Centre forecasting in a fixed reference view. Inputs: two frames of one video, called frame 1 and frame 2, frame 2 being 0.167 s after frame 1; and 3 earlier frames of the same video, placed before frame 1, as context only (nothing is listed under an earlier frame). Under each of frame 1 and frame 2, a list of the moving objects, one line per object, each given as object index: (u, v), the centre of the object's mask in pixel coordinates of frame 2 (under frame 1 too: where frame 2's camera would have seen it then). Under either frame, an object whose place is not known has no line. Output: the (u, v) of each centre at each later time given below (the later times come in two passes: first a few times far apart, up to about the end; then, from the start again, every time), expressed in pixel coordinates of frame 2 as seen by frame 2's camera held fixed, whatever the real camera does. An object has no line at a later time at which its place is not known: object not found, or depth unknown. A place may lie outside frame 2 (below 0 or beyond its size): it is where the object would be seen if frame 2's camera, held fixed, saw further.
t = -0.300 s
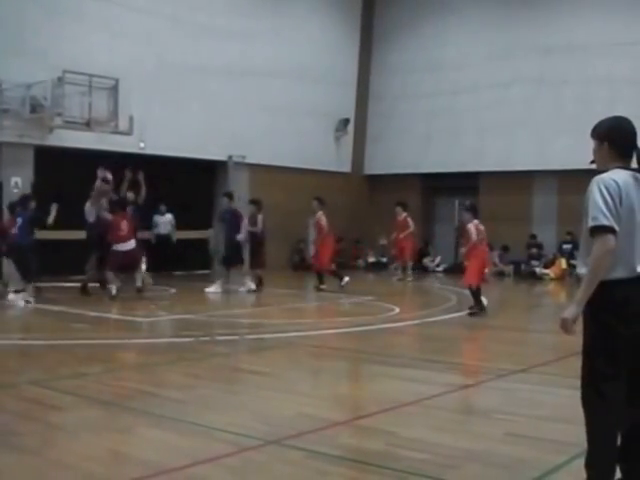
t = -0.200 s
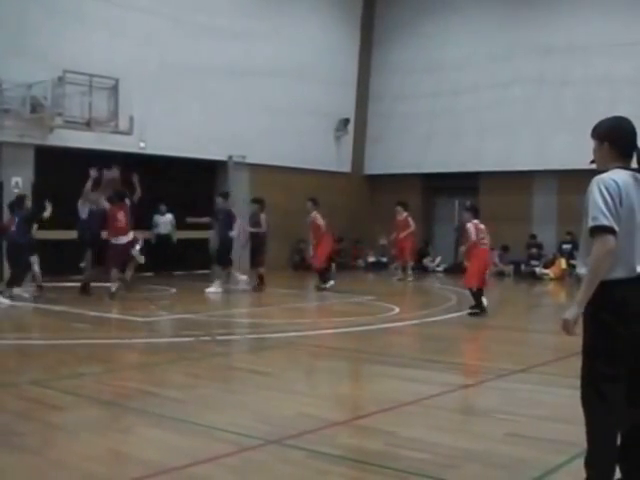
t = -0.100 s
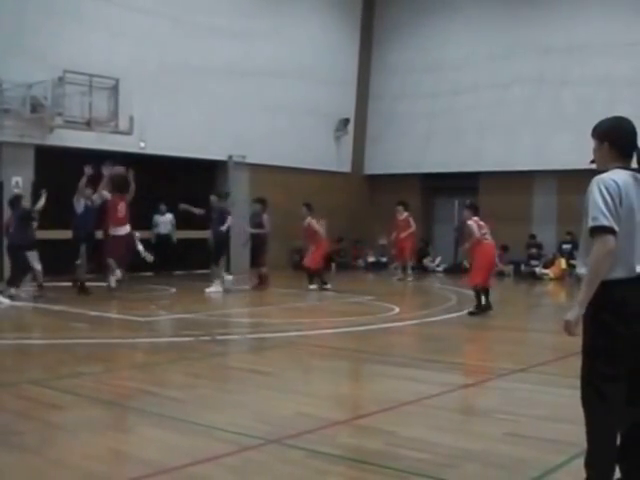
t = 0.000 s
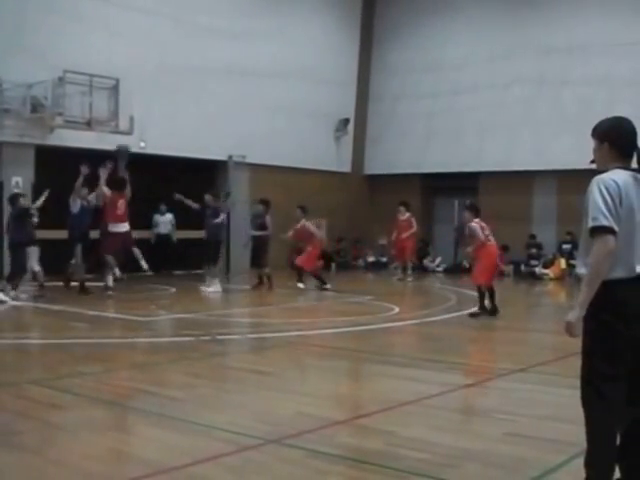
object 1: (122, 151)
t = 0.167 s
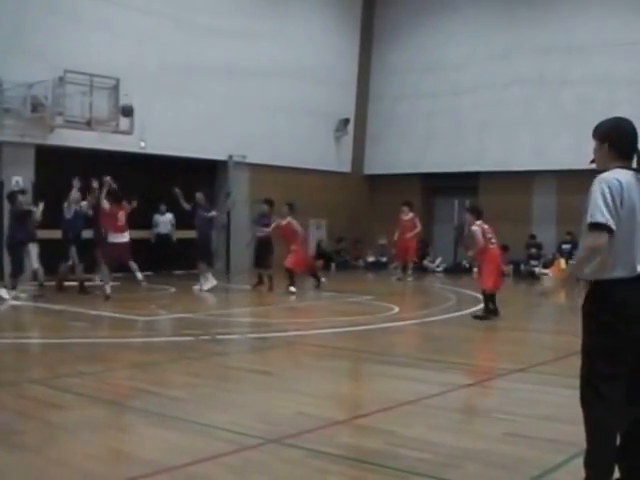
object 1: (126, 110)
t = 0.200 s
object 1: (127, 105)
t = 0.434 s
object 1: (133, 86)
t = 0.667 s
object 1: (136, 99)
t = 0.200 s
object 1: (127, 105)
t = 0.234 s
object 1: (128, 100)
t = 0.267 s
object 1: (128, 96)
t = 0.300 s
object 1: (129, 93)
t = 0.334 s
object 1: (130, 90)
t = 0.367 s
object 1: (131, 88)
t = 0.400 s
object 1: (132, 87)
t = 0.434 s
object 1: (133, 86)
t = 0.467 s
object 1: (133, 86)
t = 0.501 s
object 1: (134, 87)
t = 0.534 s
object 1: (134, 88)
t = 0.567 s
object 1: (135, 90)
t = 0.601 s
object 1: (136, 92)
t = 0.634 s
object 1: (136, 95)
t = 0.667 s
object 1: (136, 99)
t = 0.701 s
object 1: (137, 102)
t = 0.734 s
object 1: (138, 107)
